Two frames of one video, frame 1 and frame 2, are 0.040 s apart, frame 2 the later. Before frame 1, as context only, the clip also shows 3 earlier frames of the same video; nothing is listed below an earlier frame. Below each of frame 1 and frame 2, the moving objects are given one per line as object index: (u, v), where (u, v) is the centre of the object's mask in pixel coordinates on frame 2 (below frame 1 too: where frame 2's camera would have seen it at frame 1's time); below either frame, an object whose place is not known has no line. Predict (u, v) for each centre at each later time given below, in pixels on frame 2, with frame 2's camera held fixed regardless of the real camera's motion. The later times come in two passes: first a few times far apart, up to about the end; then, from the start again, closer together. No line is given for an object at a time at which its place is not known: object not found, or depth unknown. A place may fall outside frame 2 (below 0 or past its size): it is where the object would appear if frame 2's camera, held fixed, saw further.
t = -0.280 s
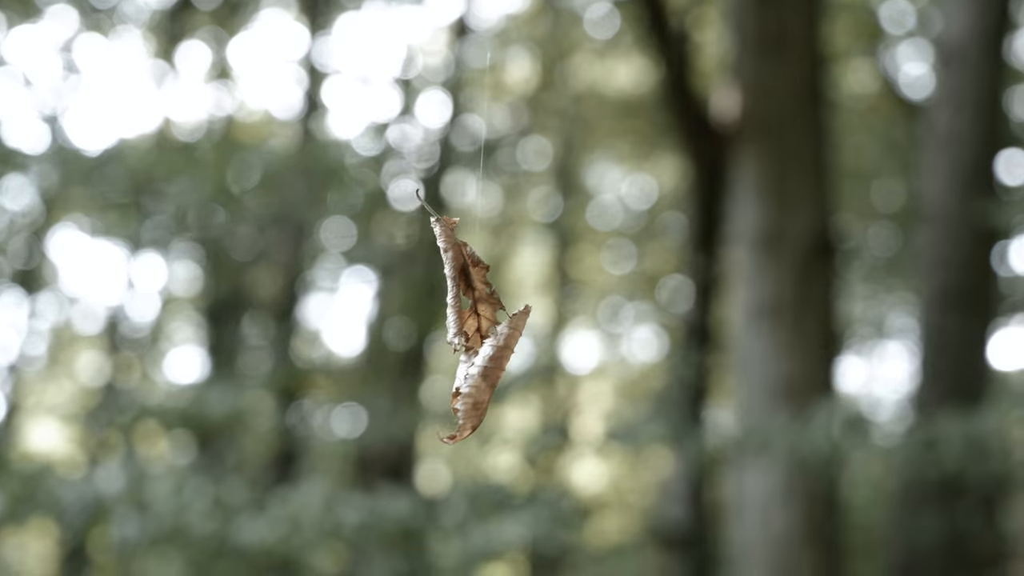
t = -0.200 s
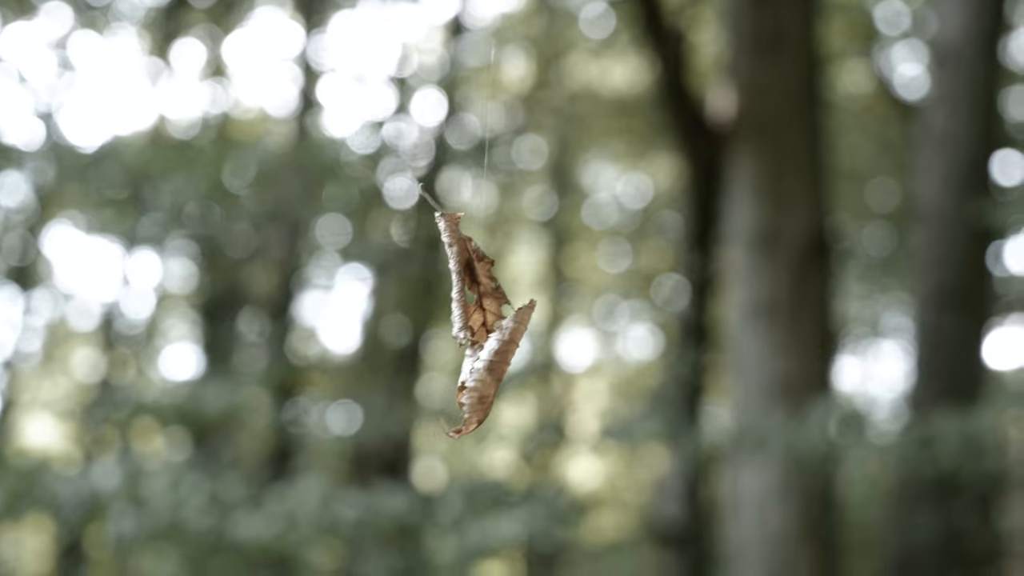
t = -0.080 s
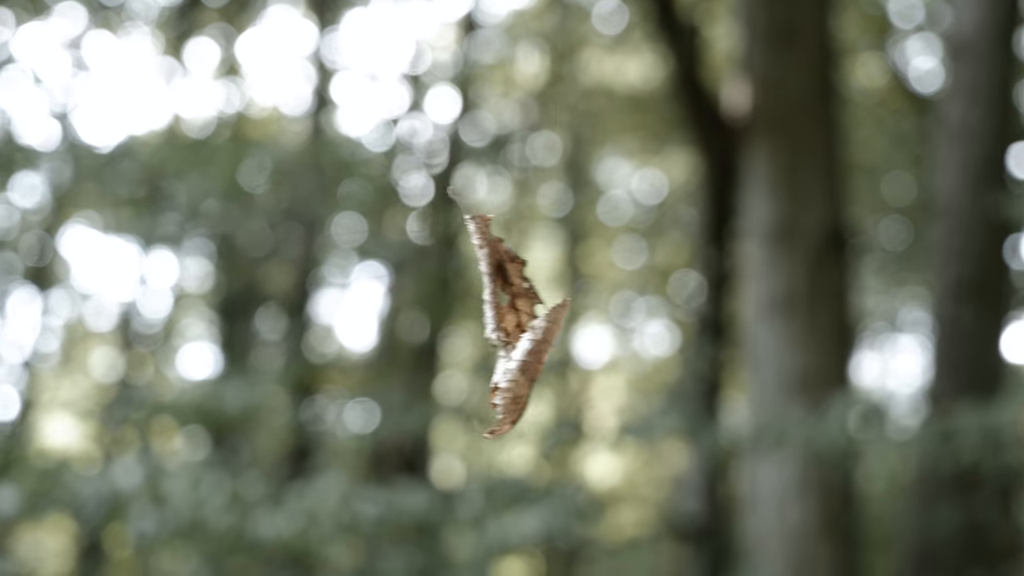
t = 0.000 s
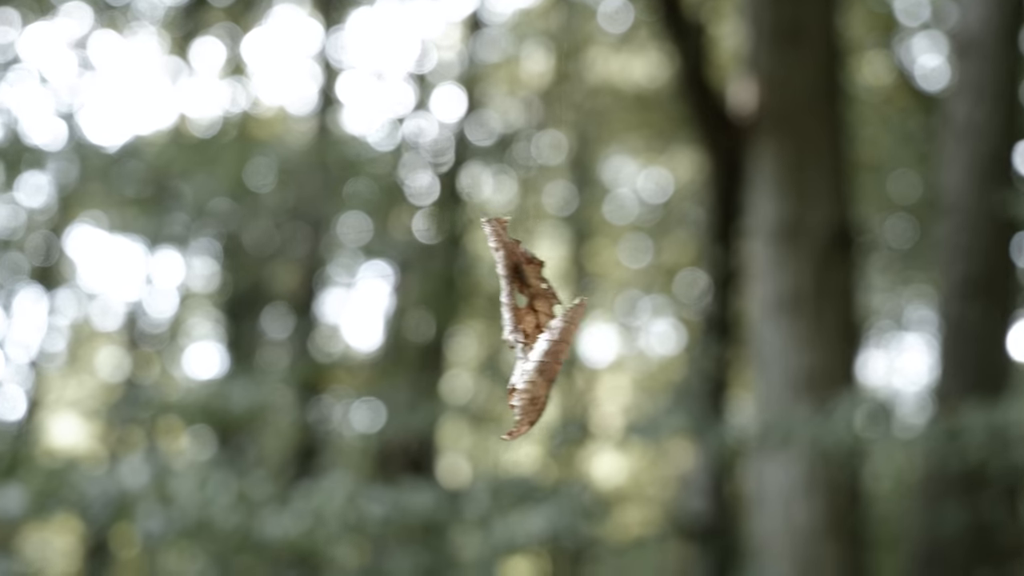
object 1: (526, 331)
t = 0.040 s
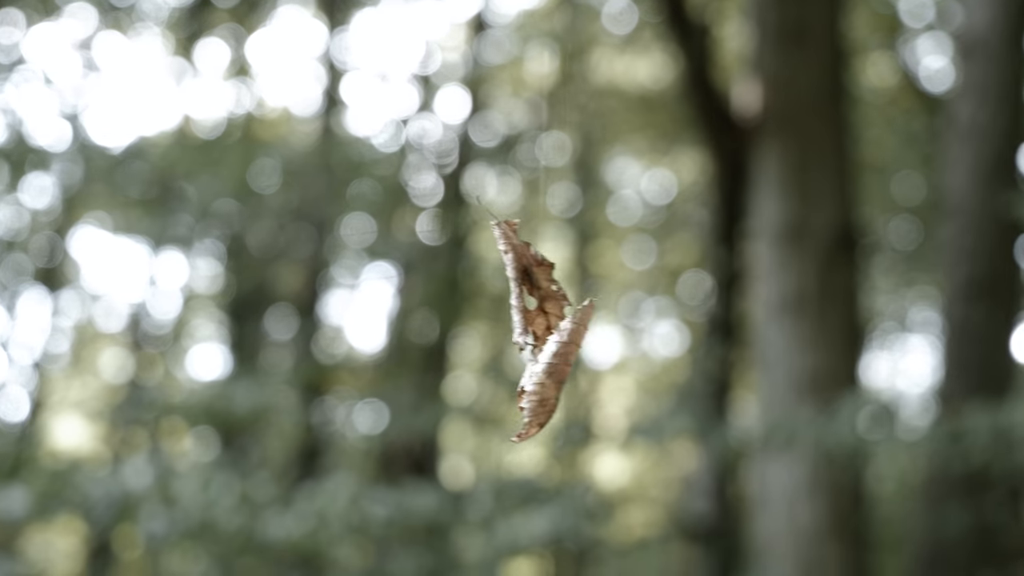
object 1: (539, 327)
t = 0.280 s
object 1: (578, 328)
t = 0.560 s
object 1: (596, 334)
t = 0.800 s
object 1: (610, 327)
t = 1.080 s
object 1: (603, 325)
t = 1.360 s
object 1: (587, 309)
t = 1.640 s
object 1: (581, 307)
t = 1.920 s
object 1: (588, 314)
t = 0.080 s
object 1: (544, 329)
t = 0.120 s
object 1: (550, 329)
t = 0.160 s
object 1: (555, 328)
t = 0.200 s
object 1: (567, 328)
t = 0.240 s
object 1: (572, 327)
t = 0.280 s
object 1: (578, 328)
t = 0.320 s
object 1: (583, 321)
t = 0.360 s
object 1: (580, 327)
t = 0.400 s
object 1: (586, 328)
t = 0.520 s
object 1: (598, 329)
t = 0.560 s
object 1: (596, 334)
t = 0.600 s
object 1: (598, 330)
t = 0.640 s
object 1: (605, 328)
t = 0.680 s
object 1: (607, 331)
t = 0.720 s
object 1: (608, 330)
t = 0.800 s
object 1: (610, 327)
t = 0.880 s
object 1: (602, 328)
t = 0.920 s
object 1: (603, 324)
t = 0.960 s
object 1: (606, 327)
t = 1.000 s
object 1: (607, 327)
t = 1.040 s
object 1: (604, 321)
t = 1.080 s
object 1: (603, 325)
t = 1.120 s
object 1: (602, 320)
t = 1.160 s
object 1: (600, 320)
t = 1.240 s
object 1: (595, 315)
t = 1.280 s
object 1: (590, 312)
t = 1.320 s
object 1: (583, 315)
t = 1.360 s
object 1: (587, 309)
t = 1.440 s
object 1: (585, 311)
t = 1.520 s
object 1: (575, 309)
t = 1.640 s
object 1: (581, 307)
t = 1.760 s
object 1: (577, 316)
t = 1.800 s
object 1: (575, 316)
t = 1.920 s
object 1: (588, 314)
